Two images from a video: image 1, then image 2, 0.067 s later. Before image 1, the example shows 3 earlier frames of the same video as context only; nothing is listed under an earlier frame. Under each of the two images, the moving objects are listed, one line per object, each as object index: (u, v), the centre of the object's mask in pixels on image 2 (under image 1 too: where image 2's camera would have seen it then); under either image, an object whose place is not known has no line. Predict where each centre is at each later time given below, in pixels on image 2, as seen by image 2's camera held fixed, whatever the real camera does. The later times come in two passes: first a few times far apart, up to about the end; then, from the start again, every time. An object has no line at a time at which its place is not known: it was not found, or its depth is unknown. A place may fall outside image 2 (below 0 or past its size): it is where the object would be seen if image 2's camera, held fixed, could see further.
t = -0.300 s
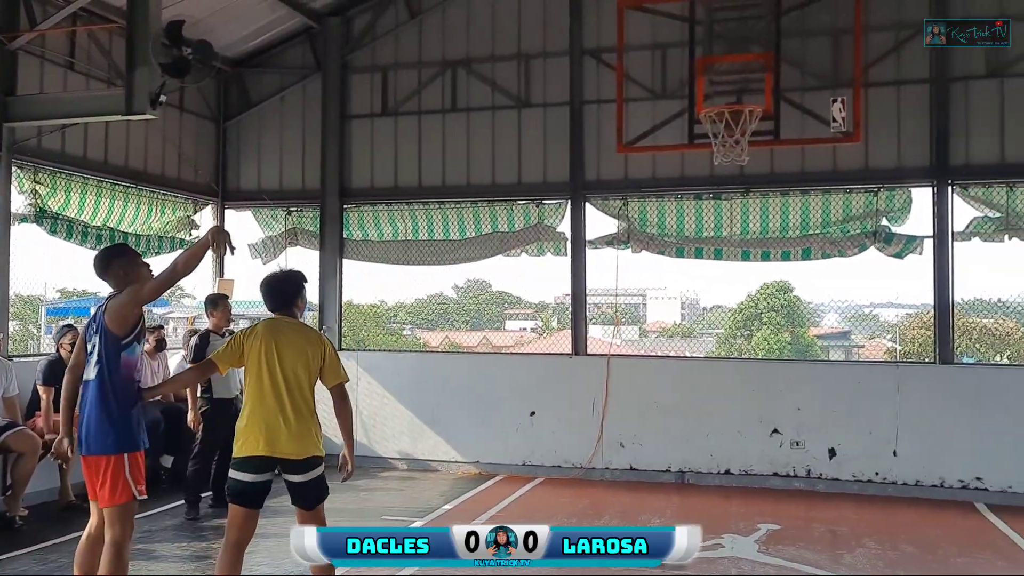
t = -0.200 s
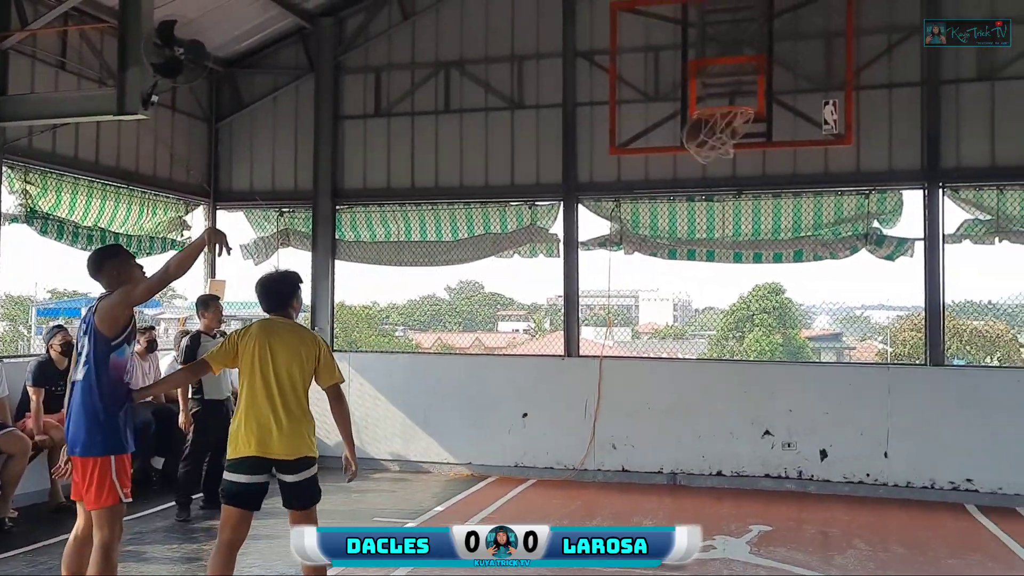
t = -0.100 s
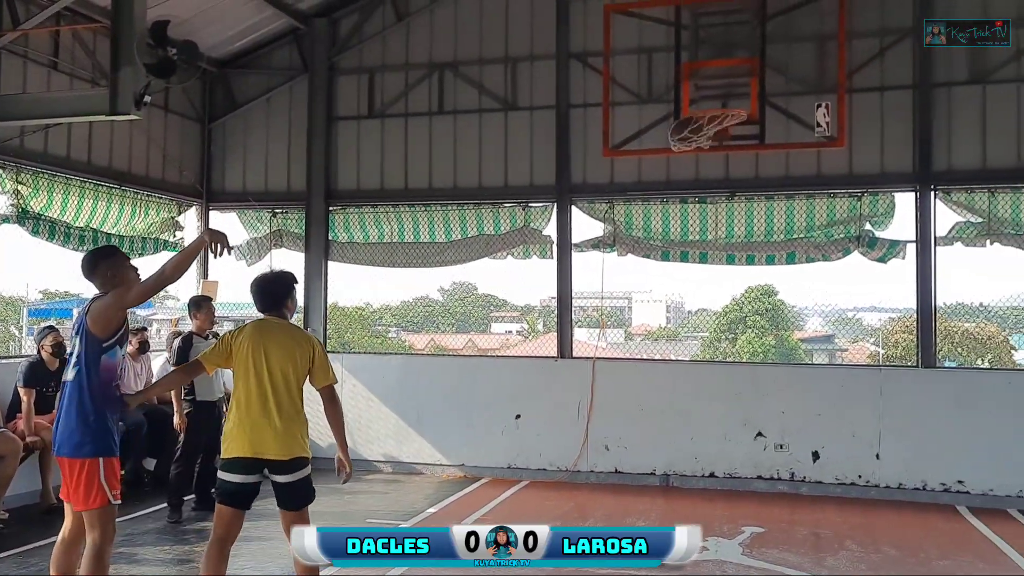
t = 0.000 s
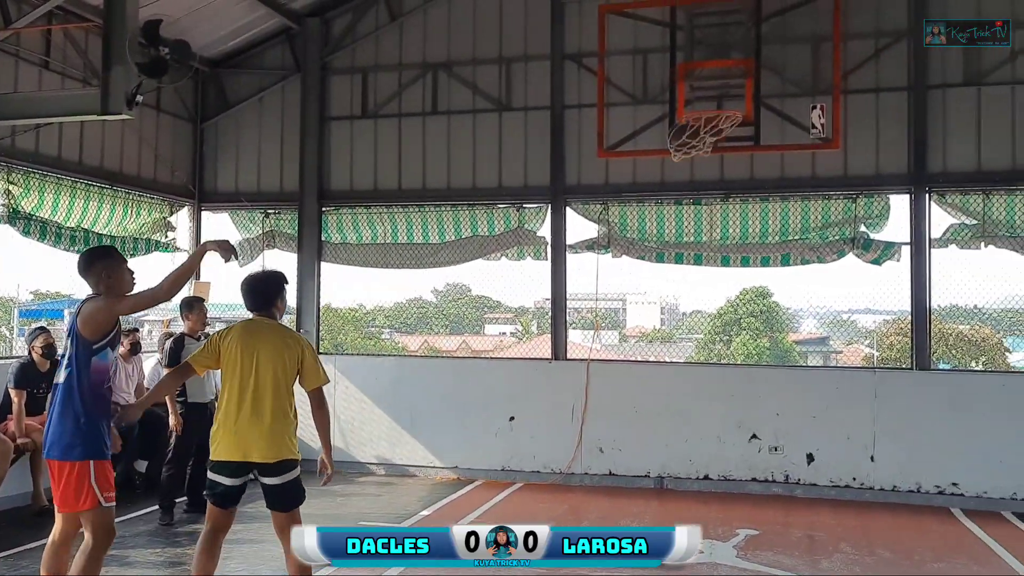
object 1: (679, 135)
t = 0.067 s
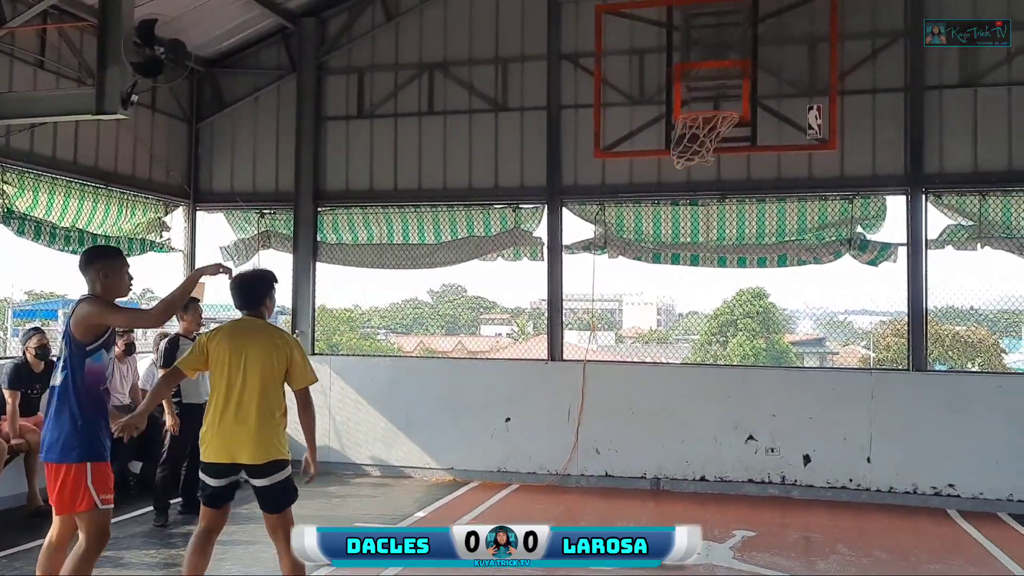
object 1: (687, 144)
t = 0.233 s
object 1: (712, 173)
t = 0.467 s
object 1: (734, 234)
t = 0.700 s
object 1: (759, 374)
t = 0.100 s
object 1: (688, 147)
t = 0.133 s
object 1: (694, 154)
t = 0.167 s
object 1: (705, 163)
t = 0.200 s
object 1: (709, 171)
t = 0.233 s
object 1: (712, 173)
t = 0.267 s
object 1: (714, 176)
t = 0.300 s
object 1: (718, 180)
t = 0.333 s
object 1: (721, 187)
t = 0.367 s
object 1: (724, 197)
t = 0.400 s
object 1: (727, 208)
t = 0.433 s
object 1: (731, 220)
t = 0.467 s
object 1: (734, 234)
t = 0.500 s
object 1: (738, 249)
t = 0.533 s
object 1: (741, 265)
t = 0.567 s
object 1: (745, 285)
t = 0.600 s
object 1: (748, 304)
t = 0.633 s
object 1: (752, 326)
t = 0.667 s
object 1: (756, 349)
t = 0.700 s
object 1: (759, 374)
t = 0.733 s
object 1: (762, 401)
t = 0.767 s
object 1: (766, 429)
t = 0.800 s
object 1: (769, 458)
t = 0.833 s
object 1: (773, 489)
